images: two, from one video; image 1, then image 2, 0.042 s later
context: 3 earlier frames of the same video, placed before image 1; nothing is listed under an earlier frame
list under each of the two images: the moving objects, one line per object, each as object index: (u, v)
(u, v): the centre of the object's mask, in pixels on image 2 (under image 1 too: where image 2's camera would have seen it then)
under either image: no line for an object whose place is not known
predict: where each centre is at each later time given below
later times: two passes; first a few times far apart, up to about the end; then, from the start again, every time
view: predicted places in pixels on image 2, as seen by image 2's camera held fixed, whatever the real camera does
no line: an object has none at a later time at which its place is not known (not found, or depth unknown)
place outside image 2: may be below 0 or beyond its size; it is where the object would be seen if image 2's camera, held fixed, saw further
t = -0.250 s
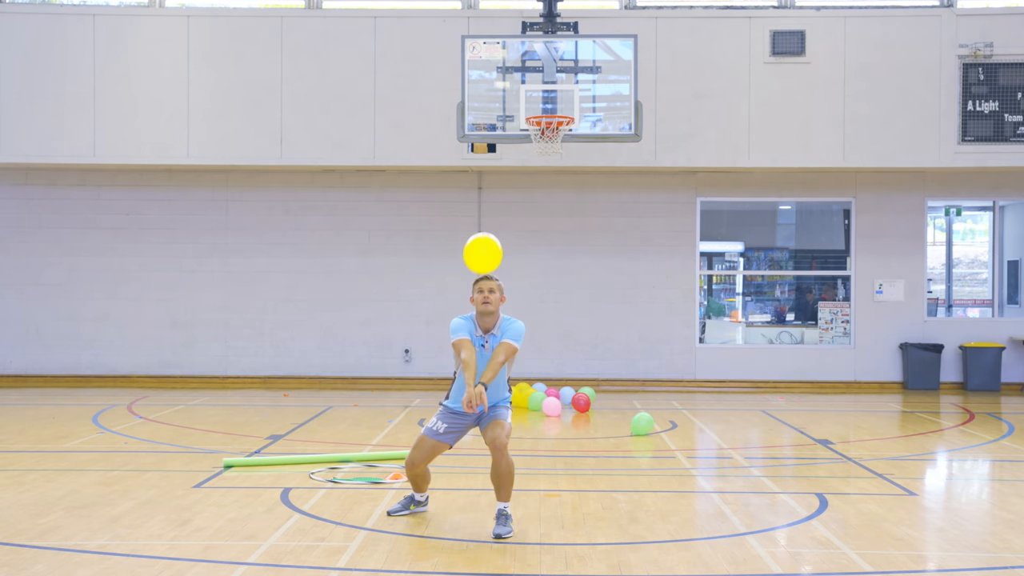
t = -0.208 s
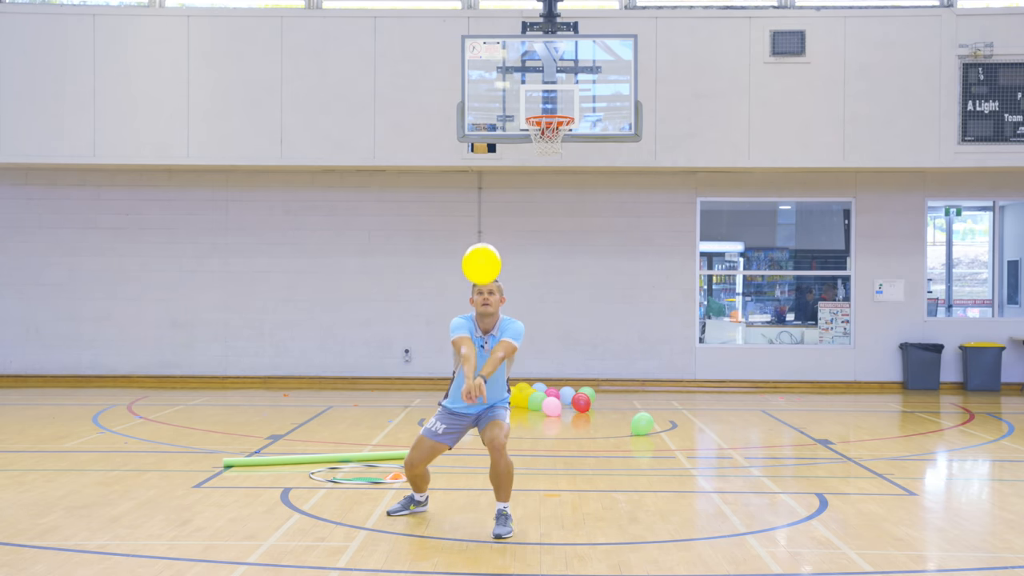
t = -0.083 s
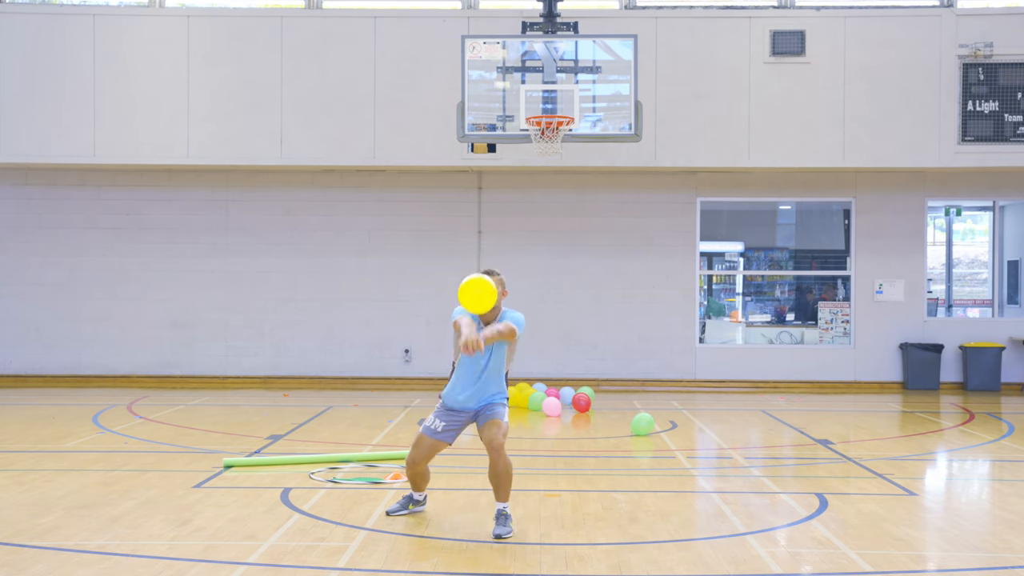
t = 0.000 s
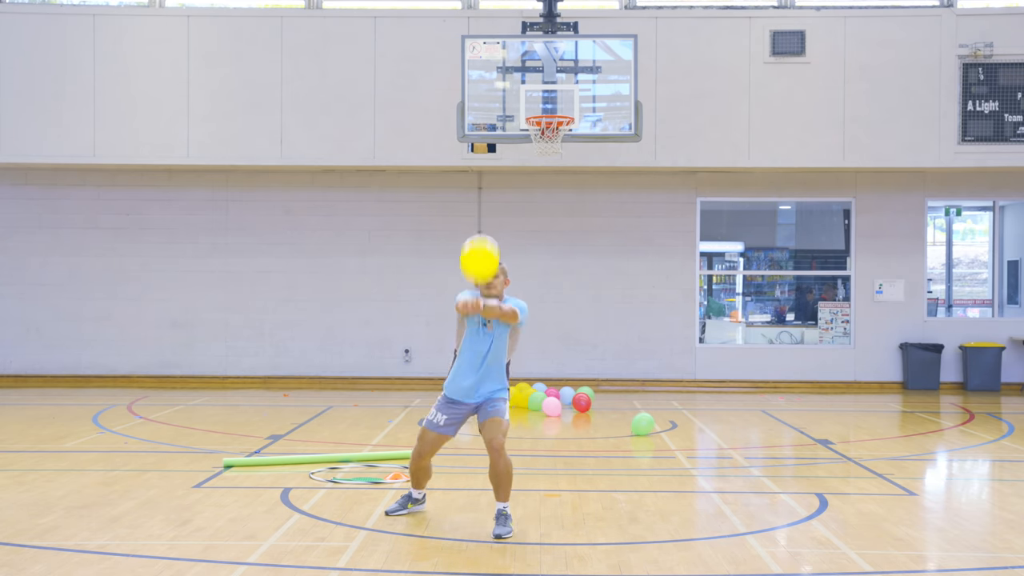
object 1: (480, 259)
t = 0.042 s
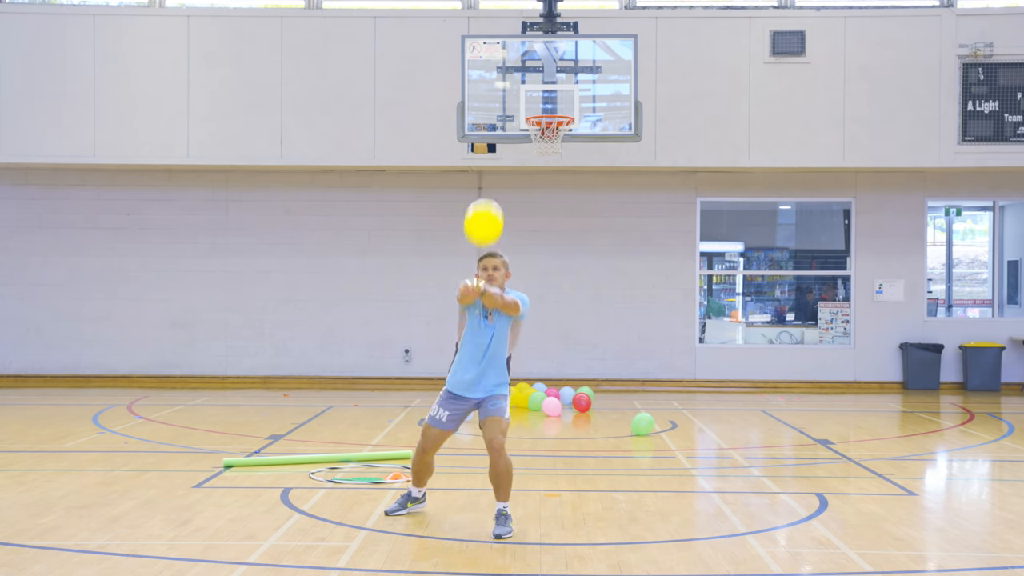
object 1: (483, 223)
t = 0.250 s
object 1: (499, 130)
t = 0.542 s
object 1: (504, 113)
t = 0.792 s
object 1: (512, 99)
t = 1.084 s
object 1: (521, 80)
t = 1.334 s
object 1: (526, 79)
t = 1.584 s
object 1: (531, 97)
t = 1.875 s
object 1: (536, 138)
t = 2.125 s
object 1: (539, 188)
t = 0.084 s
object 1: (488, 192)
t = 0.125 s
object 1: (491, 168)
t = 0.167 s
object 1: (494, 150)
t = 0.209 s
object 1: (497, 138)
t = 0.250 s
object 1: (499, 130)
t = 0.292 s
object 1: (500, 125)
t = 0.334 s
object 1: (502, 121)
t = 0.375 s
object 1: (503, 119)
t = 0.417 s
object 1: (503, 117)
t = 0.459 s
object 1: (503, 116)
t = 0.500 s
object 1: (504, 114)
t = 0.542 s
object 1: (504, 113)
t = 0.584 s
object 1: (505, 111)
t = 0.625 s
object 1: (507, 110)
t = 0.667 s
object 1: (508, 108)
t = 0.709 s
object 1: (509, 105)
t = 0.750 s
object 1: (510, 102)
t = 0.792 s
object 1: (512, 99)
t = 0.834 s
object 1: (513, 96)
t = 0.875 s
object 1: (515, 92)
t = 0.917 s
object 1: (516, 89)
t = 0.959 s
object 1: (518, 86)
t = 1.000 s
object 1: (519, 84)
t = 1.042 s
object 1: (520, 82)
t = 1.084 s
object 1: (521, 80)
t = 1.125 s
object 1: (522, 78)
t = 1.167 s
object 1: (523, 77)
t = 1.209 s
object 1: (524, 77)
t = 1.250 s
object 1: (525, 77)
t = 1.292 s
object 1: (526, 78)
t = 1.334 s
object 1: (526, 79)
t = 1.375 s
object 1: (527, 80)
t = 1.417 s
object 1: (528, 82)
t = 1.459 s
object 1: (528, 85)
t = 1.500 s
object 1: (529, 89)
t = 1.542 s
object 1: (530, 92)
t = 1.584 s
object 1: (531, 97)
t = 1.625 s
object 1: (532, 101)
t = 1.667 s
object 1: (533, 106)
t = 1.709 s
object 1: (533, 112)
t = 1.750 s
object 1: (534, 118)
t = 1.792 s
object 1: (535, 124)
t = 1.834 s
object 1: (535, 131)
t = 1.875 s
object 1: (536, 138)
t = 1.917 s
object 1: (536, 145)
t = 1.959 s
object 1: (537, 153)
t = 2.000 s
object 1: (537, 161)
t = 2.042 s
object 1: (538, 170)
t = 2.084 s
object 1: (538, 179)
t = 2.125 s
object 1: (539, 188)
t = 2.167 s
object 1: (539, 198)
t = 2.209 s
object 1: (540, 208)
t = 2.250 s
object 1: (541, 218)
